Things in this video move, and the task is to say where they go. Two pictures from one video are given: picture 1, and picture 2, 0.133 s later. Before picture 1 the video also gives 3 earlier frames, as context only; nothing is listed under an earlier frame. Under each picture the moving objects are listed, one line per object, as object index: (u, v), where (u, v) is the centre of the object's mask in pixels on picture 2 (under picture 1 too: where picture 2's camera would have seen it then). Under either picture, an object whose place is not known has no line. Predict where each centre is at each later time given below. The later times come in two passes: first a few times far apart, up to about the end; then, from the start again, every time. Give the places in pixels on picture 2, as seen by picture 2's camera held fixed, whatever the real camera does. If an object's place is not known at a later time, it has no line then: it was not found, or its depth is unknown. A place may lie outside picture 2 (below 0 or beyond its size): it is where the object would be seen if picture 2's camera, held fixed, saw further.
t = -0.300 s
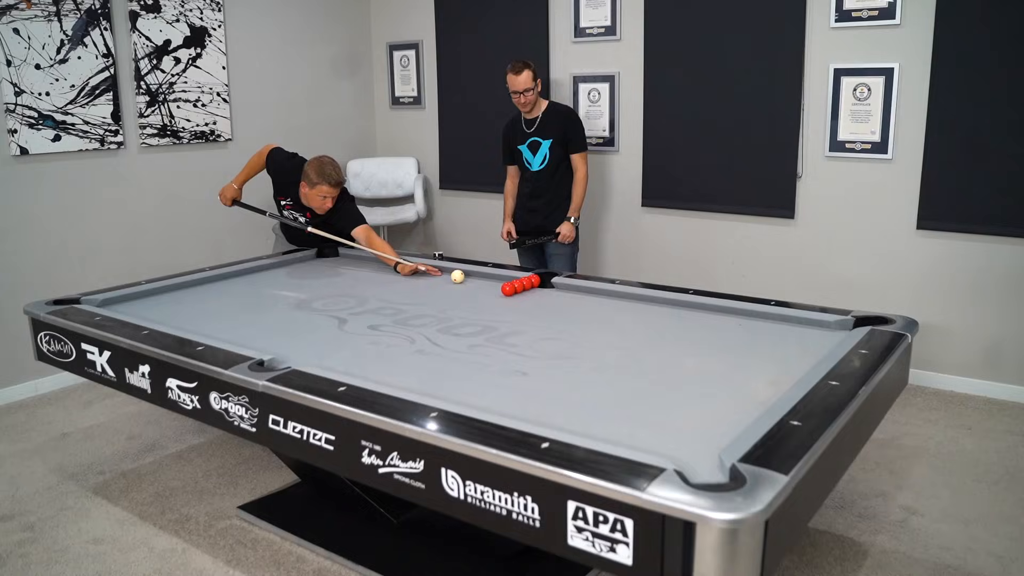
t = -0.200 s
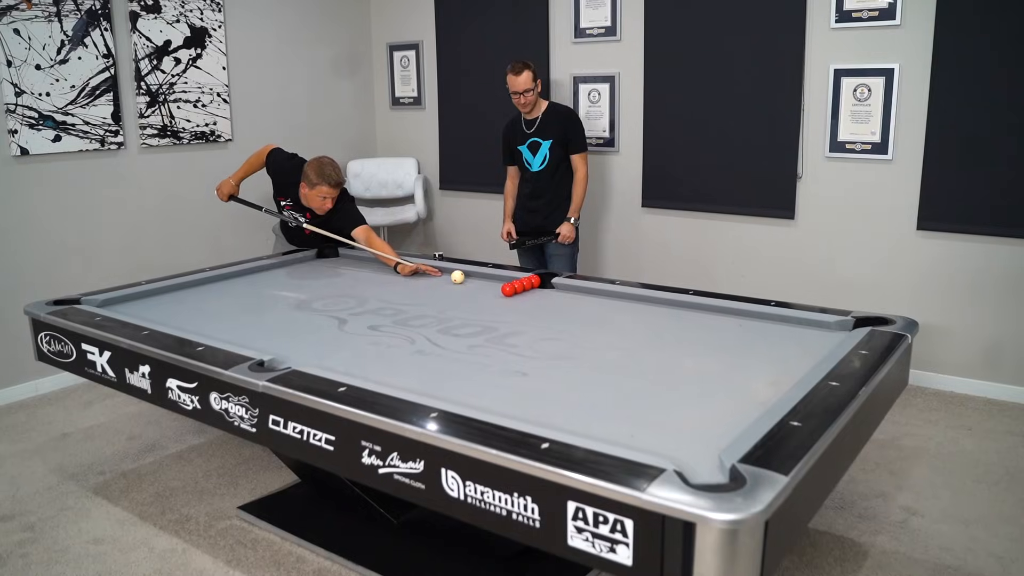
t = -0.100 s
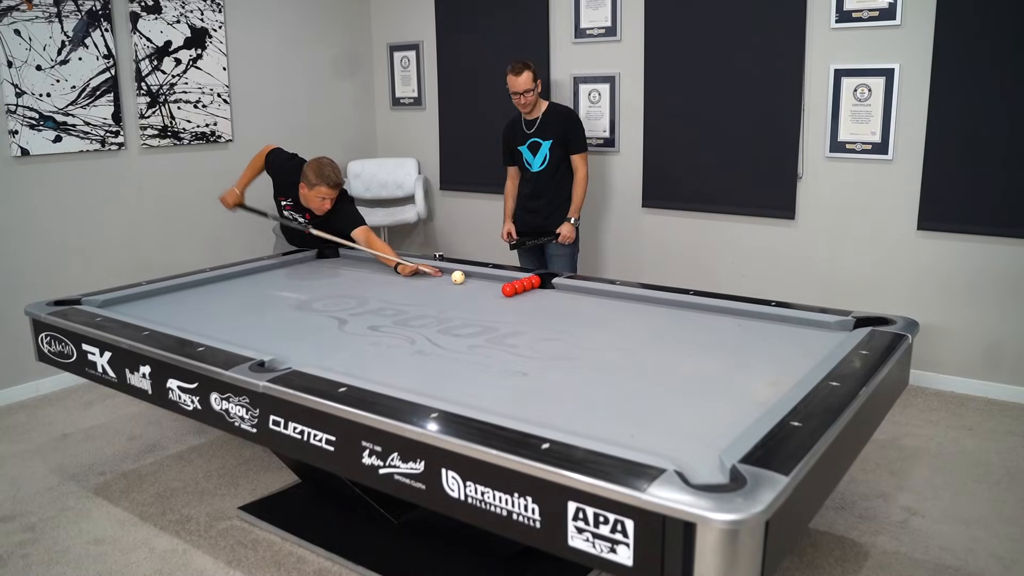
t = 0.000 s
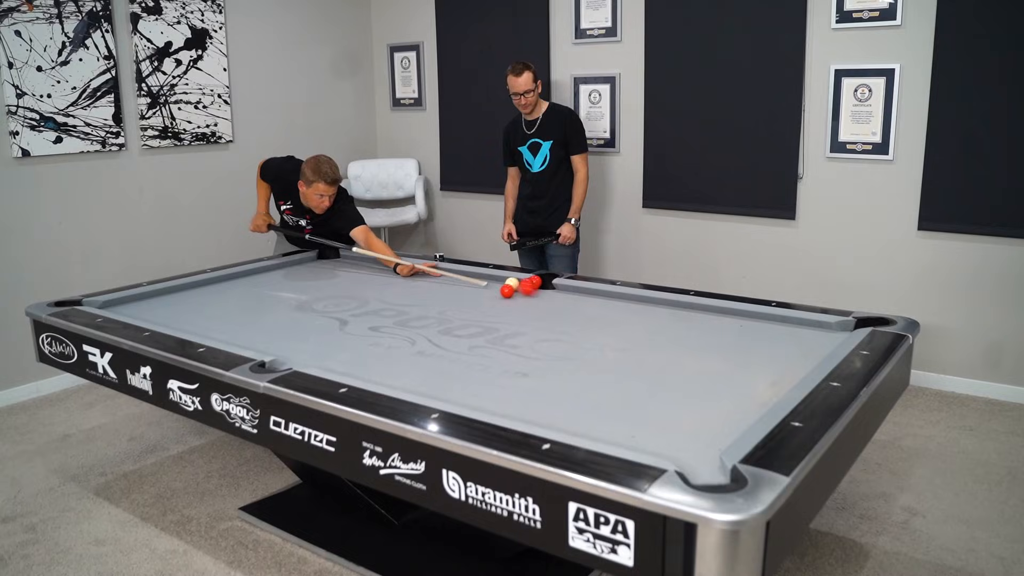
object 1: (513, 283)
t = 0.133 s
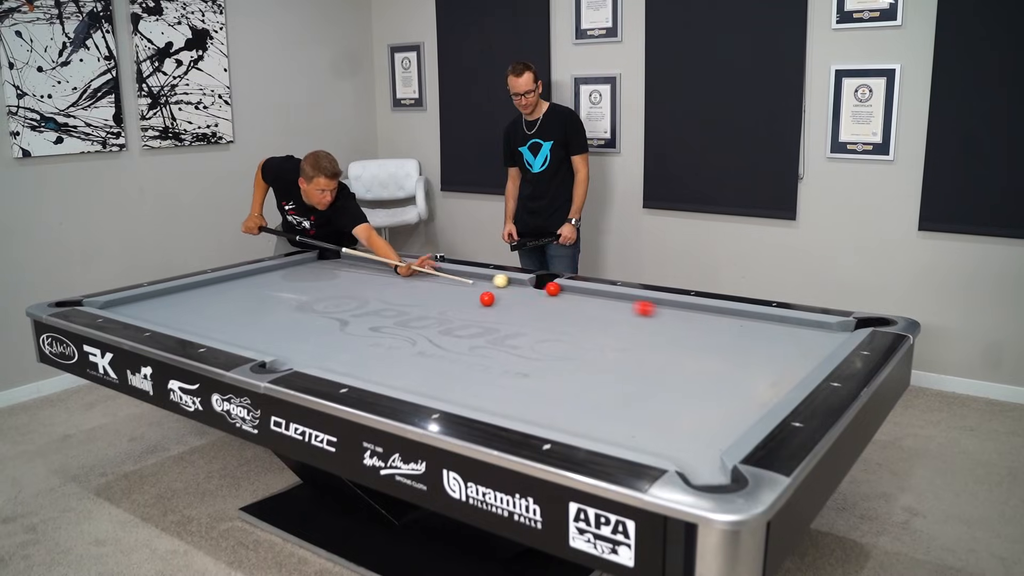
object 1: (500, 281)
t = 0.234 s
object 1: (474, 280)
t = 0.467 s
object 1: (407, 278)
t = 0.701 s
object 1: (343, 275)
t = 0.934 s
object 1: (284, 272)
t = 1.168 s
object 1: (257, 275)
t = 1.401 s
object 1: (251, 285)
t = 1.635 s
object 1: (245, 295)
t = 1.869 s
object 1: (238, 305)
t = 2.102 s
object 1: (231, 317)
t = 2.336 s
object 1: (223, 329)
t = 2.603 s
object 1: (227, 339)
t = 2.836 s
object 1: (261, 341)
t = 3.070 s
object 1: (296, 342)
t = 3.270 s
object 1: (325, 343)
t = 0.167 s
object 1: (492, 281)
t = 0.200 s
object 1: (483, 280)
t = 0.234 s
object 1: (474, 280)
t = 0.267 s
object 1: (464, 280)
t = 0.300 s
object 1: (455, 279)
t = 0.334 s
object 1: (445, 279)
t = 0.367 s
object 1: (435, 279)
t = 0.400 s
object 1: (426, 278)
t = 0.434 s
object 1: (416, 278)
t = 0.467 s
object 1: (407, 278)
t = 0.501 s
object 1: (397, 277)
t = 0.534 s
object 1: (388, 277)
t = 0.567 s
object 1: (379, 276)
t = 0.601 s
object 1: (370, 276)
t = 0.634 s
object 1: (361, 276)
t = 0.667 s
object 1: (353, 275)
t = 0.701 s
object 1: (343, 275)
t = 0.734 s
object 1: (335, 274)
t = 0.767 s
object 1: (326, 274)
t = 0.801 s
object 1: (318, 274)
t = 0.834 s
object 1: (310, 273)
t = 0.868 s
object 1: (301, 273)
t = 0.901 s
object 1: (293, 273)
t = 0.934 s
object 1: (284, 272)
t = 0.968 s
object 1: (277, 272)
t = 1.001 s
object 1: (269, 271)
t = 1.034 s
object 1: (261, 271)
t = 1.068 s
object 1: (255, 271)
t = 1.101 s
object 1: (256, 273)
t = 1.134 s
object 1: (256, 274)
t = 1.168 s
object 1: (257, 275)
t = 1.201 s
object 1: (256, 277)
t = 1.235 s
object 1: (256, 278)
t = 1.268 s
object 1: (254, 279)
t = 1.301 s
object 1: (254, 281)
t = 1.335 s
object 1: (253, 282)
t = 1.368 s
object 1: (252, 283)
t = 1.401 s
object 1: (251, 285)
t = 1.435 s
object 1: (250, 286)
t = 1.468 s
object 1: (250, 287)
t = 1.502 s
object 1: (248, 289)
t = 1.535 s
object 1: (248, 290)
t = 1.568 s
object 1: (247, 292)
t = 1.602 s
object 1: (246, 293)
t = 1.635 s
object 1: (245, 295)
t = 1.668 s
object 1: (244, 296)
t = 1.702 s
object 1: (243, 298)
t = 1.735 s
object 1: (242, 299)
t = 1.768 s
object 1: (241, 301)
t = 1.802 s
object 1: (240, 302)
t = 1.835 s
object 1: (239, 304)
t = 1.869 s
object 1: (238, 305)
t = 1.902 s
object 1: (237, 307)
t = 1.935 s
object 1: (236, 308)
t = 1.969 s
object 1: (235, 310)
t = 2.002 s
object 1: (234, 312)
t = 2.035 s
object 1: (233, 313)
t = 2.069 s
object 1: (232, 315)
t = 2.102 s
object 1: (231, 317)
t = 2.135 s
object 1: (230, 318)
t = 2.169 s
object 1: (229, 320)
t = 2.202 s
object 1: (227, 322)
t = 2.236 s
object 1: (226, 323)
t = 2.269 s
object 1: (225, 325)
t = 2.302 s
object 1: (224, 327)
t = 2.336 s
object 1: (223, 329)
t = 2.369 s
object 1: (221, 331)
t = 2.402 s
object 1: (220, 333)
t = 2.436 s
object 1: (219, 334)
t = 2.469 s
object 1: (218, 335)
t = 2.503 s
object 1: (217, 336)
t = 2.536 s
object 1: (217, 337)
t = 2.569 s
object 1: (221, 338)
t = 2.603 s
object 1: (227, 339)
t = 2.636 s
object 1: (232, 339)
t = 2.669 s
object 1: (236, 340)
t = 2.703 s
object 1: (242, 340)
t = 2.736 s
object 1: (247, 341)
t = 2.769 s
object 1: (251, 341)
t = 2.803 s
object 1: (257, 341)
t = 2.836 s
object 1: (261, 341)
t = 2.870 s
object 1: (266, 341)
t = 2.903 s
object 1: (272, 341)
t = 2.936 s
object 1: (276, 342)
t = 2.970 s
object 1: (281, 342)
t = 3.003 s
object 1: (286, 342)
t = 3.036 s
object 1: (291, 342)
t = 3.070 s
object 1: (296, 342)
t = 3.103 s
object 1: (301, 342)
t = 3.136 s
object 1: (306, 342)
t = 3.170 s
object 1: (311, 342)
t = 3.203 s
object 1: (316, 342)
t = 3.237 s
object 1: (320, 342)
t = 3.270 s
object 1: (325, 343)
